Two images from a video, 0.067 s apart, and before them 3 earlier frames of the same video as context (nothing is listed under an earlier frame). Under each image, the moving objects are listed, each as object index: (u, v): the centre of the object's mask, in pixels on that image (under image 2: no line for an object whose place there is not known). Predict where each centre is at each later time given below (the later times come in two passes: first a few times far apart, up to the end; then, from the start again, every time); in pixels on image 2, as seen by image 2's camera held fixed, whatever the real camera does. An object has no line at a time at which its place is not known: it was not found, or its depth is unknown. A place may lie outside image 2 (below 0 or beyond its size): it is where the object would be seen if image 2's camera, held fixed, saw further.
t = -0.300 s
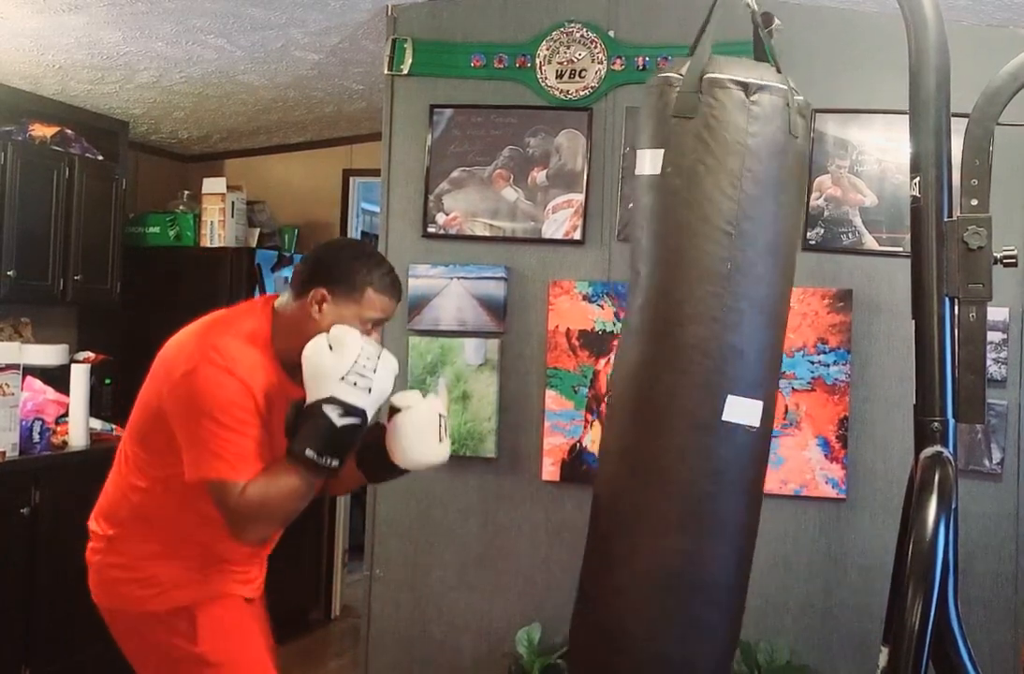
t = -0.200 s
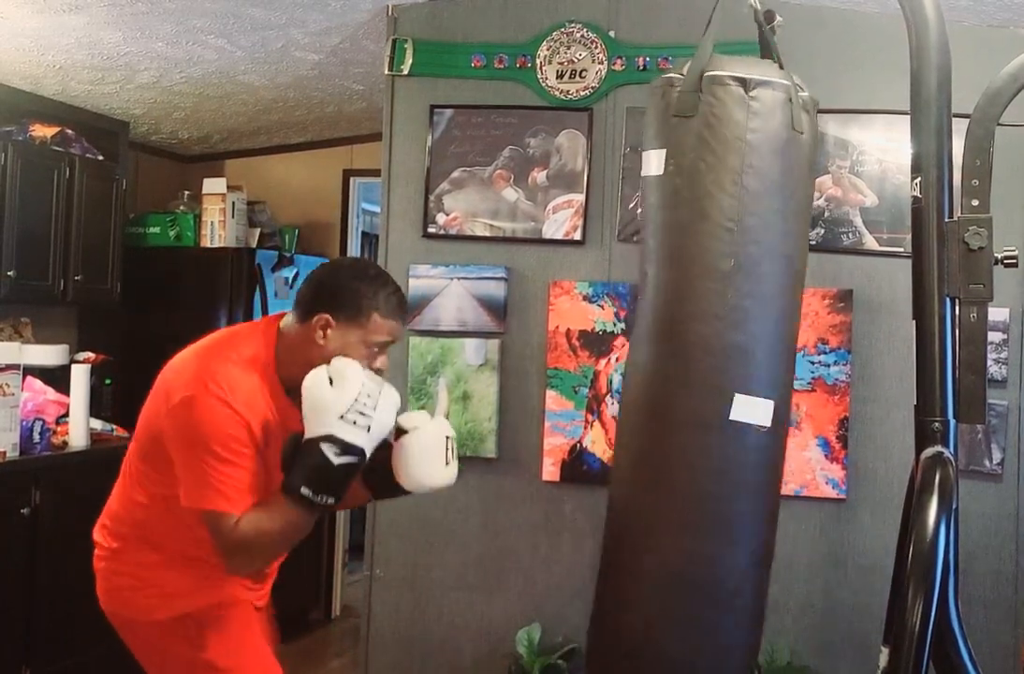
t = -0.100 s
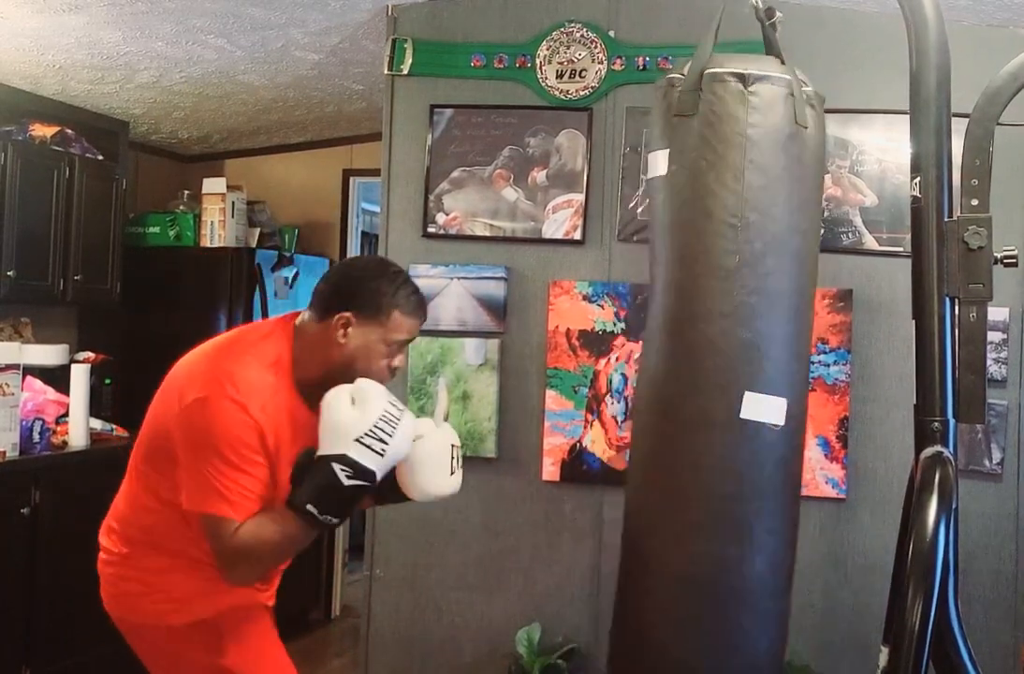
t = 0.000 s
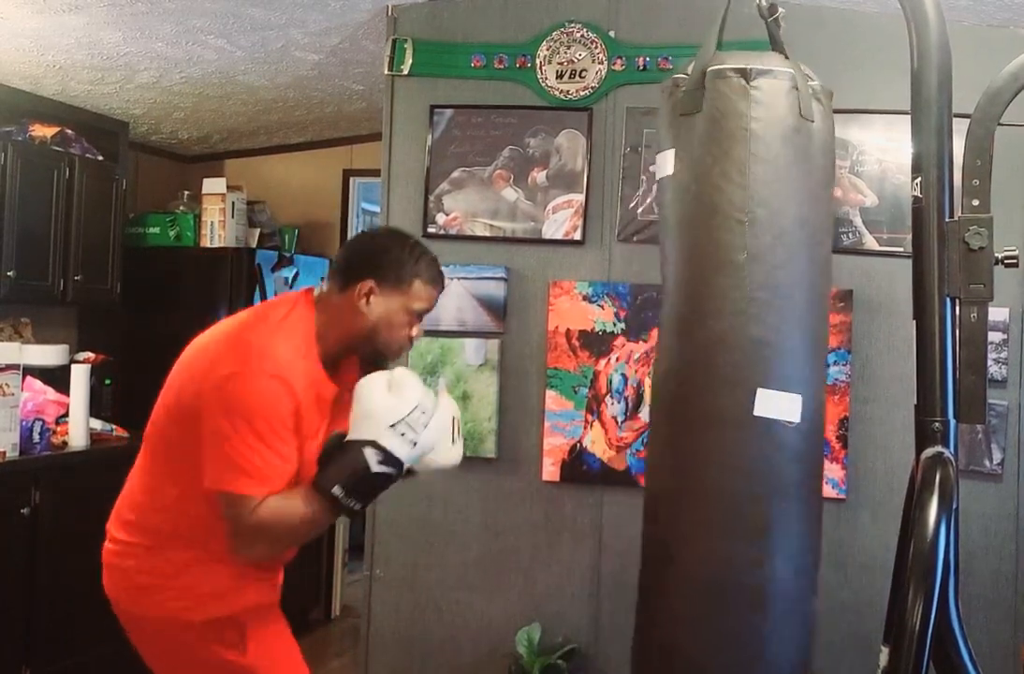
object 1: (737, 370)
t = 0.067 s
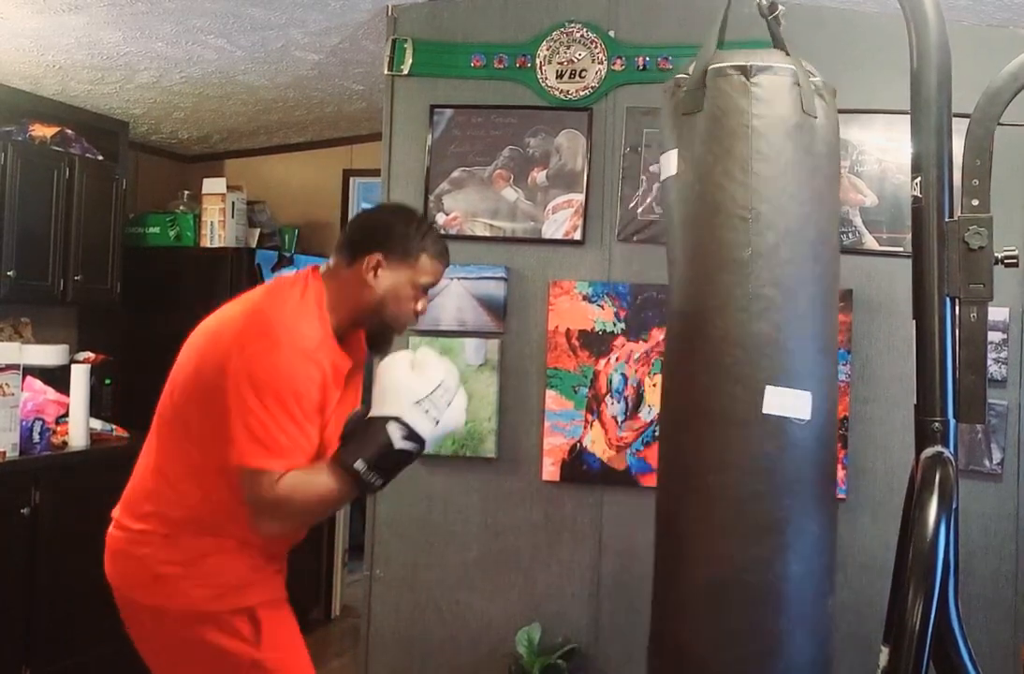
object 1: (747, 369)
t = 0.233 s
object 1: (769, 368)
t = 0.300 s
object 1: (776, 369)
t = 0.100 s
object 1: (752, 368)
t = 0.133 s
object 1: (757, 370)
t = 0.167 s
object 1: (762, 368)
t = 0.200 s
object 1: (766, 368)
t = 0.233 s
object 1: (769, 368)
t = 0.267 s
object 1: (773, 368)
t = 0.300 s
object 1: (776, 369)
